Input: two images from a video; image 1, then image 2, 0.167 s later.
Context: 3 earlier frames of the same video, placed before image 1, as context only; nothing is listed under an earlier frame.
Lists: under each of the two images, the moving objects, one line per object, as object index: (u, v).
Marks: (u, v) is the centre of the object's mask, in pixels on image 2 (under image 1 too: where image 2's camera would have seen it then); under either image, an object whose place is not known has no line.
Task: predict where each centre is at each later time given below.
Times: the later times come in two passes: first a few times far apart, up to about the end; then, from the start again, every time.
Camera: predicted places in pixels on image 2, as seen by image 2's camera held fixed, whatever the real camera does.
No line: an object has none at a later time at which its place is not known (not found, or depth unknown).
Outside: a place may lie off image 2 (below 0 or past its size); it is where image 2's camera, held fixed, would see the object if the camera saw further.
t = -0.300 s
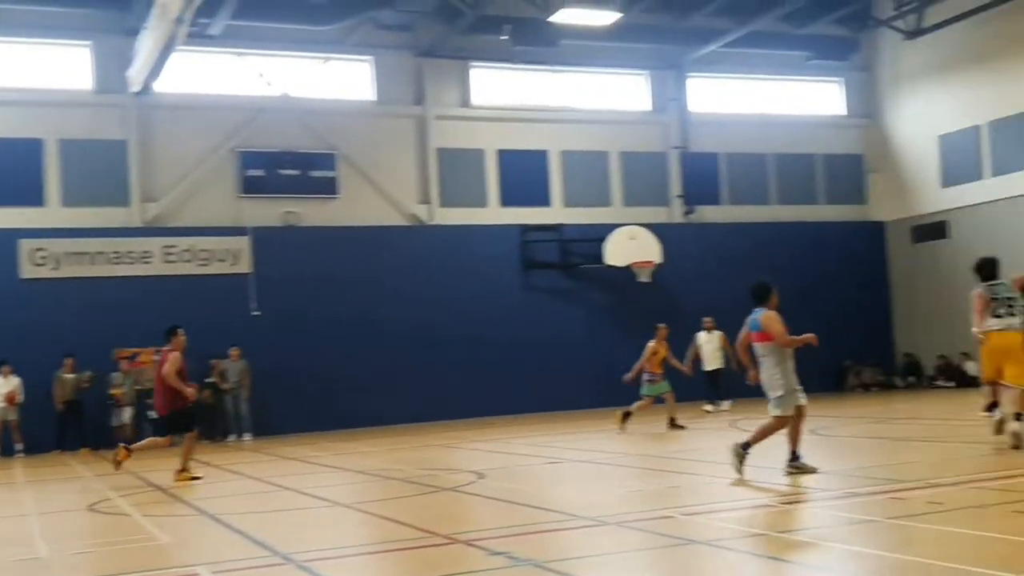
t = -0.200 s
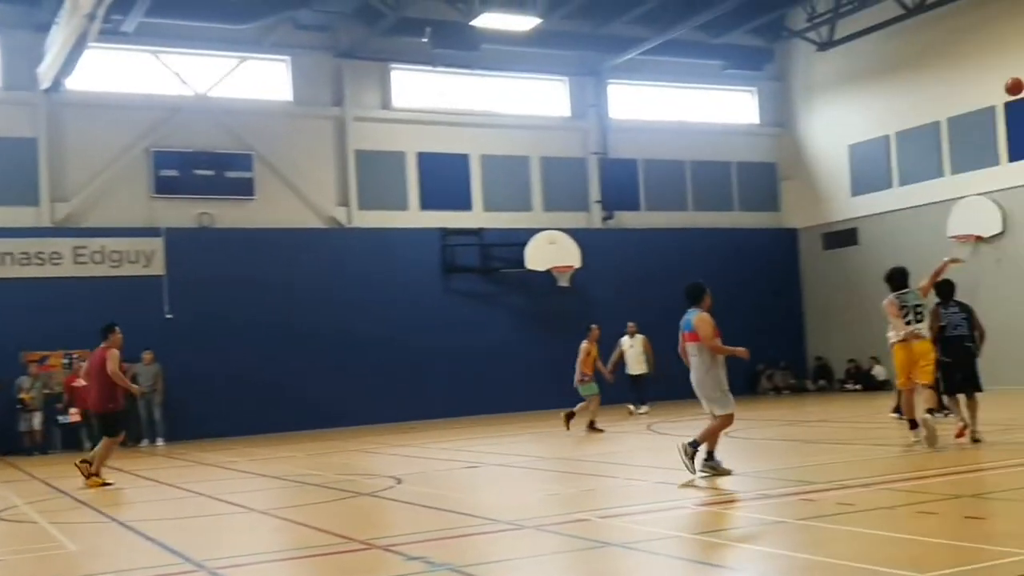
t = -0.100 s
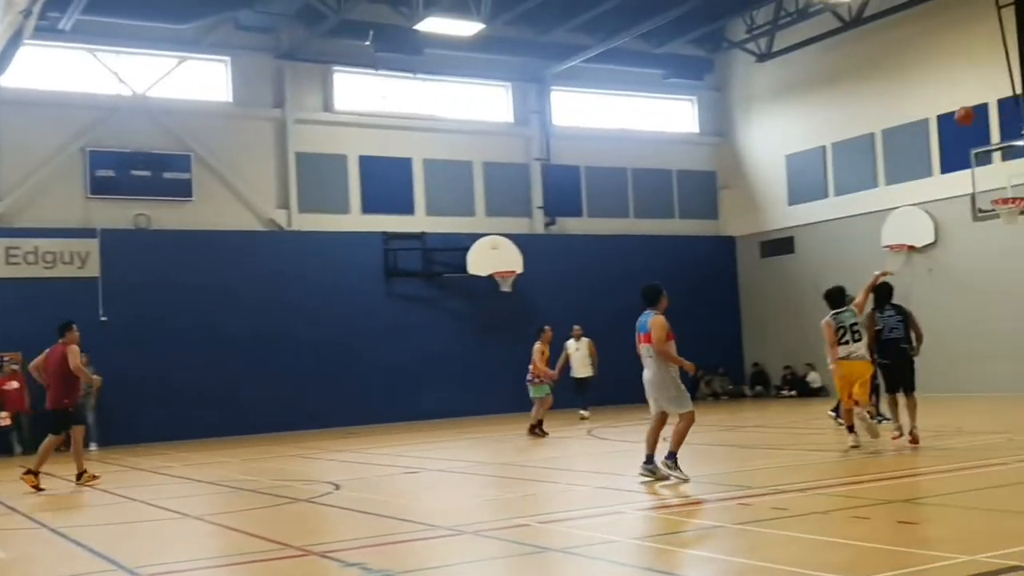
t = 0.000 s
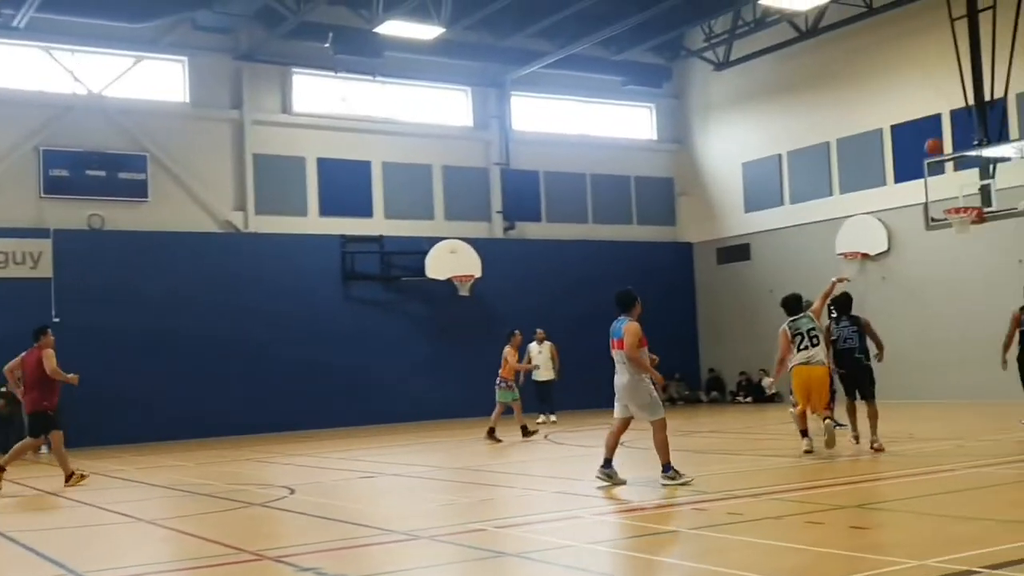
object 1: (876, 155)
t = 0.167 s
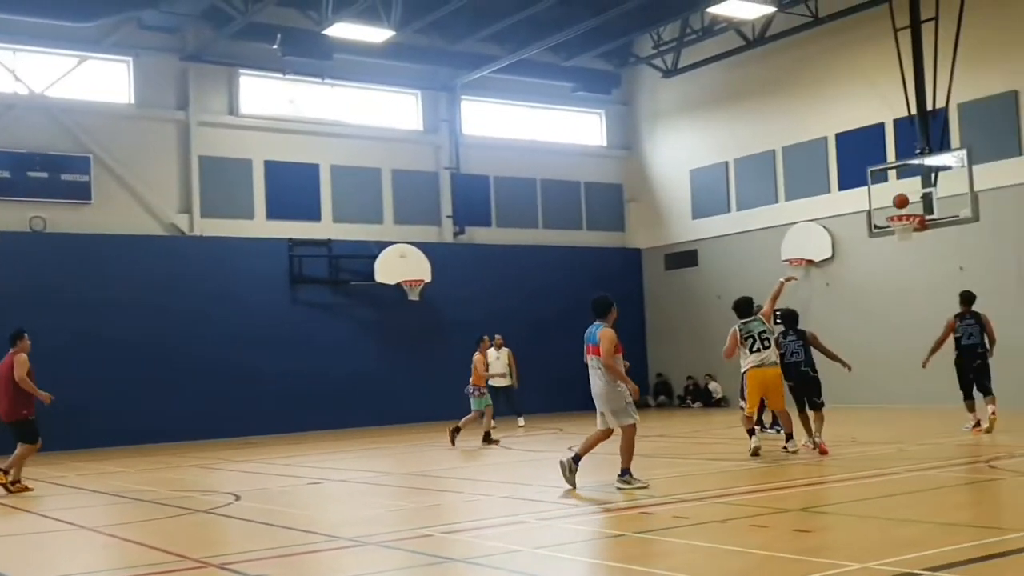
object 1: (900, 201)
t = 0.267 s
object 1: (901, 192)
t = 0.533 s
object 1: (881, 118)
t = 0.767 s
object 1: (864, 90)
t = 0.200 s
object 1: (905, 211)
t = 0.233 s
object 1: (904, 204)
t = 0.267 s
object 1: (901, 192)
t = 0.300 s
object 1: (899, 181)
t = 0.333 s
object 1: (896, 170)
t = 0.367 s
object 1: (894, 160)
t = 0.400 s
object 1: (891, 150)
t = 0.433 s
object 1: (889, 140)
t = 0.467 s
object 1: (886, 133)
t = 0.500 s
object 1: (883, 125)
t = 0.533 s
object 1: (881, 118)
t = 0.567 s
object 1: (879, 112)
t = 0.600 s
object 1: (875, 106)
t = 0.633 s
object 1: (873, 102)
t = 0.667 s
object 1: (871, 98)
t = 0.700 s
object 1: (869, 94)
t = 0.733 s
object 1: (866, 92)
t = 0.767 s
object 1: (864, 90)
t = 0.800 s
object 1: (861, 89)
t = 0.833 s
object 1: (859, 89)
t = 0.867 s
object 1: (856, 90)
